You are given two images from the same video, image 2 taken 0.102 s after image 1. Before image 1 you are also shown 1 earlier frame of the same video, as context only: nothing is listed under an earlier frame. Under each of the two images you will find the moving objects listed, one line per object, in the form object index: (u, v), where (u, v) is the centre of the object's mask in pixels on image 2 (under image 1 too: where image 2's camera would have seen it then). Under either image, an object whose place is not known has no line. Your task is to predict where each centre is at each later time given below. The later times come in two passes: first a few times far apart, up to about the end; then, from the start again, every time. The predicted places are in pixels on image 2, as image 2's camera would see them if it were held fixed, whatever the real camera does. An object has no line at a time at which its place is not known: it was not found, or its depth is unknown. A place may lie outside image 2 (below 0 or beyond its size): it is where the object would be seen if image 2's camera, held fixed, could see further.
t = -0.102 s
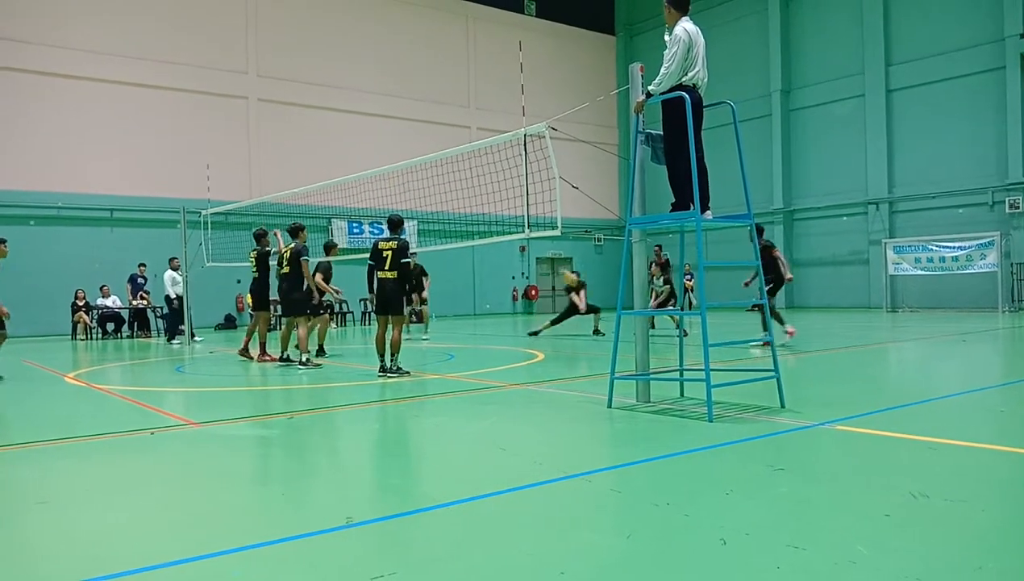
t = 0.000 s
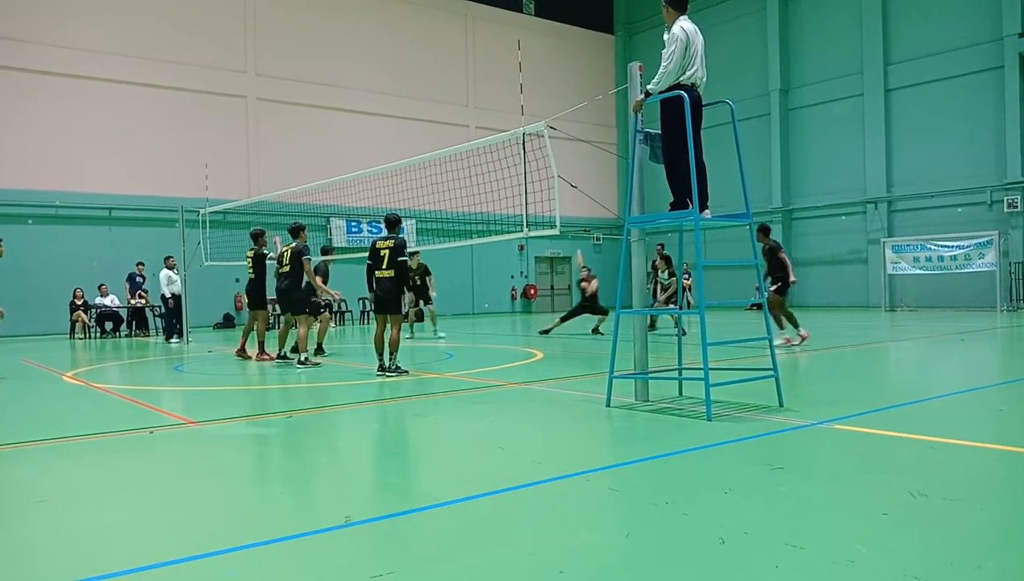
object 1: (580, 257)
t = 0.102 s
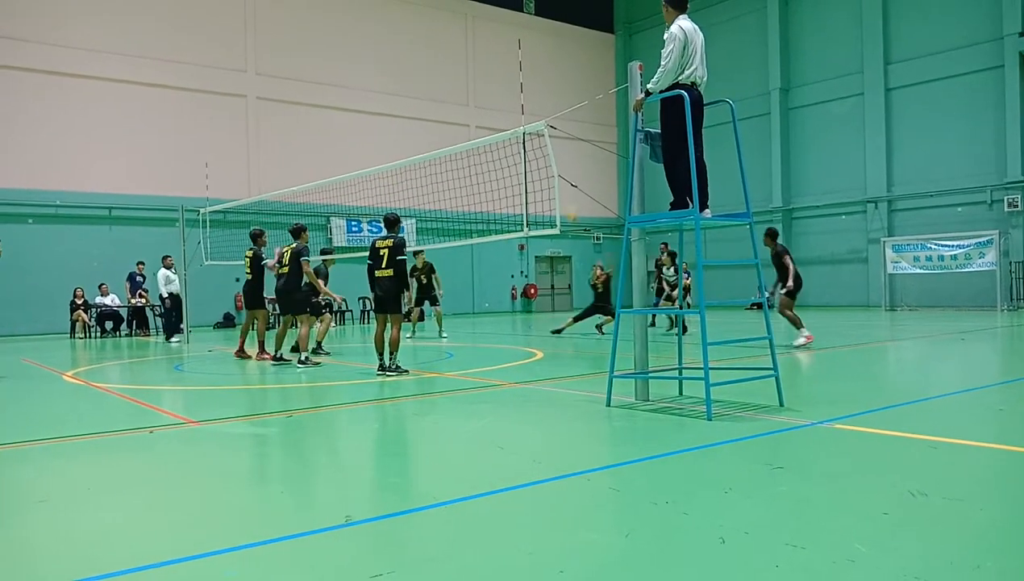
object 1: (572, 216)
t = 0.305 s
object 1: (558, 139)
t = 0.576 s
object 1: (535, 65)
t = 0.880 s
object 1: (510, 28)
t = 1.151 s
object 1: (487, 41)
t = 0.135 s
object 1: (570, 200)
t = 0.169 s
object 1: (566, 189)
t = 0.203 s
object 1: (565, 171)
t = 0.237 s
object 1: (561, 161)
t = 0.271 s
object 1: (560, 150)
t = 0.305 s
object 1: (558, 139)
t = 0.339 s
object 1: (554, 126)
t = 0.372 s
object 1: (552, 115)
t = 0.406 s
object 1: (549, 107)
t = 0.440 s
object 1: (547, 97)
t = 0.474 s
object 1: (544, 88)
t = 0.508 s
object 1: (541, 80)
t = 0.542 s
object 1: (539, 72)
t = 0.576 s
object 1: (535, 65)
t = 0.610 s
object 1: (533, 58)
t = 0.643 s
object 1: (531, 53)
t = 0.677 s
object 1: (527, 48)
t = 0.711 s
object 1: (524, 43)
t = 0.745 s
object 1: (522, 39)
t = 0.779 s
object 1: (519, 35)
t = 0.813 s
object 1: (517, 32)
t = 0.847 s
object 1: (513, 30)
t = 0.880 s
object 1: (510, 28)
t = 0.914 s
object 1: (508, 27)
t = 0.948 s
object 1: (505, 27)
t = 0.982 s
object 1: (501, 27)
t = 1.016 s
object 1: (498, 29)
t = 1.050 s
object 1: (496, 30)
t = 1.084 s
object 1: (493, 33)
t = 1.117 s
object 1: (490, 36)
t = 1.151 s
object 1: (487, 41)
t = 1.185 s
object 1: (483, 45)
